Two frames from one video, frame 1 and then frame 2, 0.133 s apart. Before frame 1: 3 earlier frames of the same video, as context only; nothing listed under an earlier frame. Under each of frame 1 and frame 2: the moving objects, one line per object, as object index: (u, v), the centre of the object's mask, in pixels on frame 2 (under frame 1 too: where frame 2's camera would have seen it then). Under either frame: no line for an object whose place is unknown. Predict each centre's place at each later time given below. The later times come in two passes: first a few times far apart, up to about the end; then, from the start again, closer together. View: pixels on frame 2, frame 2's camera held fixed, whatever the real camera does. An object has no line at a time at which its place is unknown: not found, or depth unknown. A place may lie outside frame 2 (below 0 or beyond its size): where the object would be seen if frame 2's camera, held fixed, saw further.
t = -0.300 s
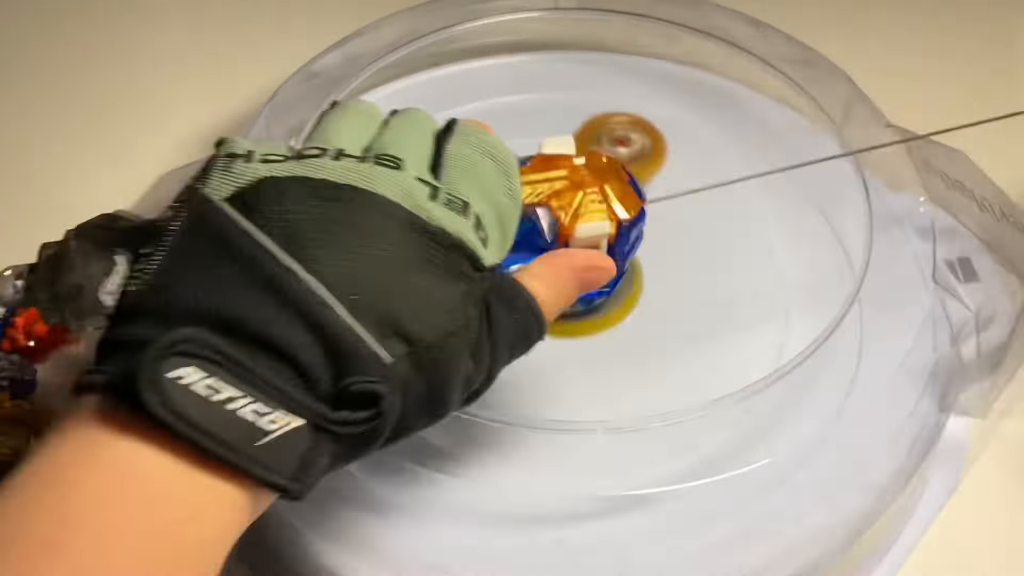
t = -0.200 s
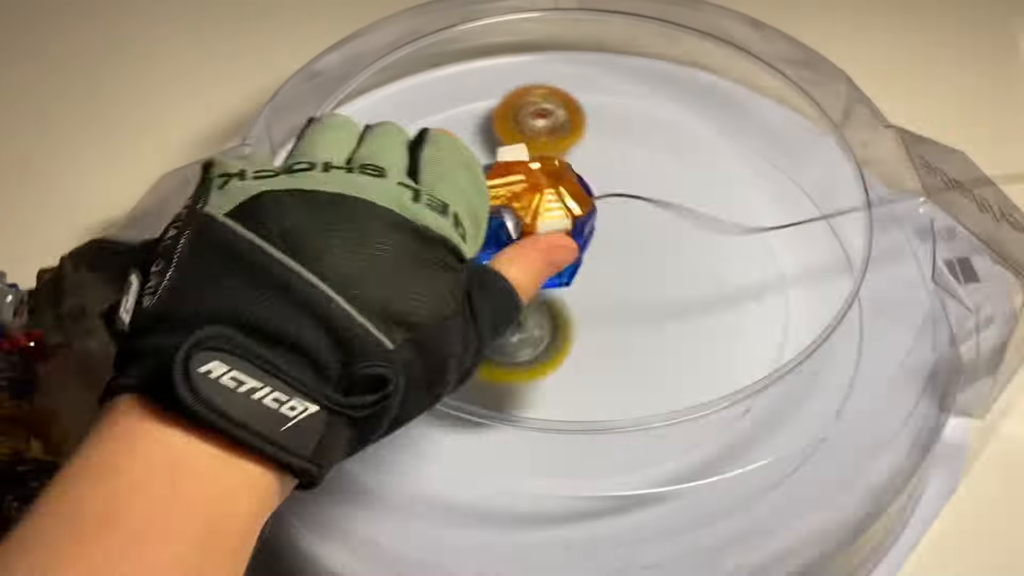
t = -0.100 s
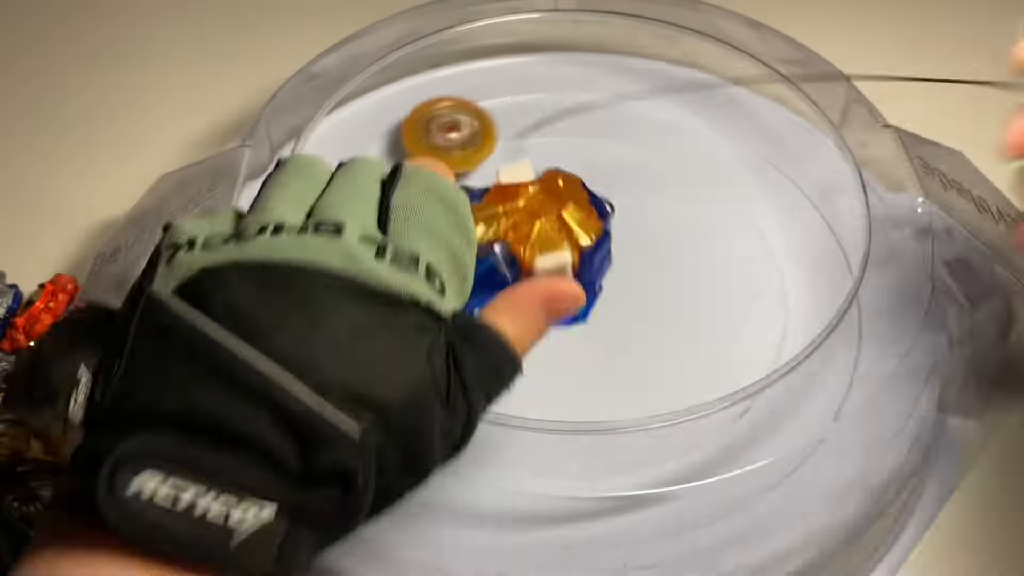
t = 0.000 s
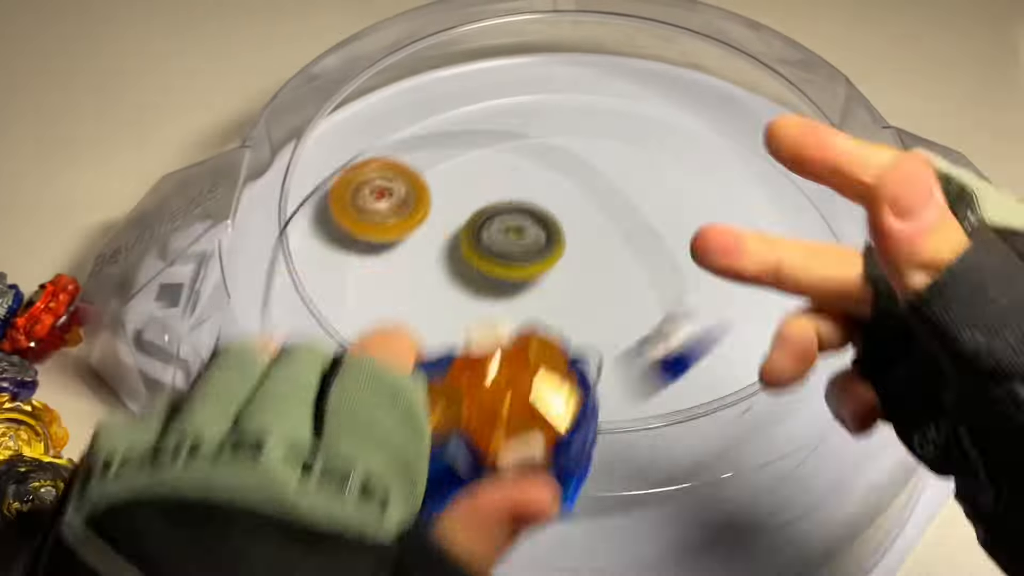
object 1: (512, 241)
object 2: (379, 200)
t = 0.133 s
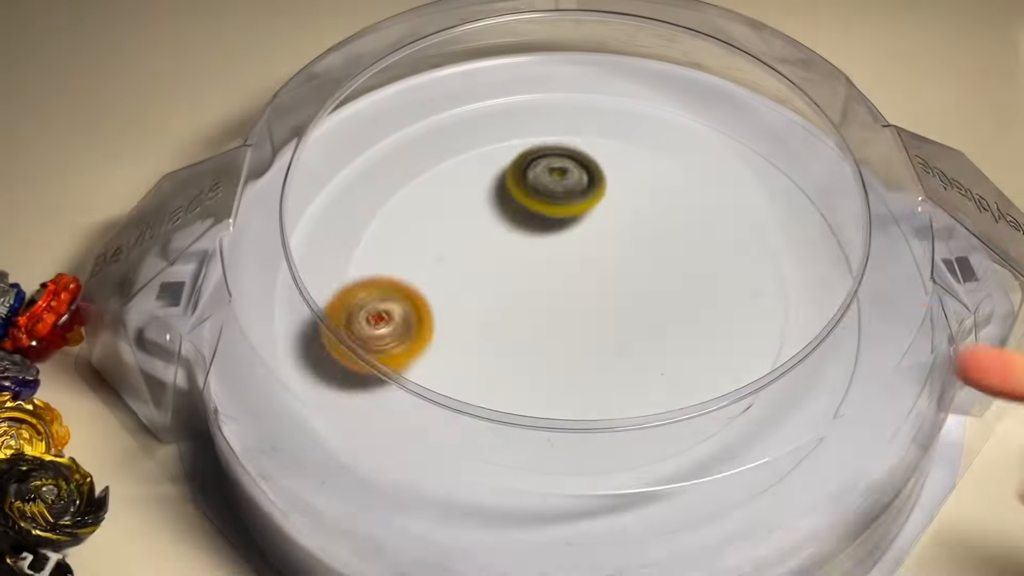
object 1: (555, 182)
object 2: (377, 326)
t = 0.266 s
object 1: (577, 181)
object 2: (517, 424)
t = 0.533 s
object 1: (533, 306)
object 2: (804, 269)
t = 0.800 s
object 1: (575, 323)
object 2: (749, 97)
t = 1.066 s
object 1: (586, 203)
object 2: (594, 56)
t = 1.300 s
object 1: (506, 250)
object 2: (452, 92)
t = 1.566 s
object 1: (598, 338)
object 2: (328, 214)
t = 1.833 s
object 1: (638, 209)
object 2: (313, 375)
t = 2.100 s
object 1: (471, 214)
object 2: (491, 493)
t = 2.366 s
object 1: (540, 373)
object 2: (715, 471)
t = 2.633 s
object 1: (691, 256)
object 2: (840, 365)
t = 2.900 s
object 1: (521, 142)
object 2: (820, 239)
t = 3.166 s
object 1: (438, 301)
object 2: (763, 169)
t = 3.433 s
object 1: (669, 354)
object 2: (554, 167)
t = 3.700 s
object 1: (630, 208)
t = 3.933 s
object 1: (470, 232)
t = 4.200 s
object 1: (534, 346)
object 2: (744, 265)
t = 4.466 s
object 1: (639, 261)
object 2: (541, 122)
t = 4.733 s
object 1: (524, 223)
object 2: (334, 208)
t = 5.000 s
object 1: (539, 319)
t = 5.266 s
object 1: (615, 266)
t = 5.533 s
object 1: (513, 243)
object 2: (660, 298)
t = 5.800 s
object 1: (563, 321)
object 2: (609, 131)
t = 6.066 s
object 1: (607, 242)
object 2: (419, 177)
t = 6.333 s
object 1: (496, 257)
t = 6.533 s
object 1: (540, 325)
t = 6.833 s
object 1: (621, 250)
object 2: (697, 163)
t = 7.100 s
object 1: (512, 253)
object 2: (466, 170)
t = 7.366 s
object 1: (571, 330)
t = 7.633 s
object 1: (611, 249)
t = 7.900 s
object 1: (508, 264)
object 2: (687, 198)
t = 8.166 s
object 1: (576, 314)
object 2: (460, 164)
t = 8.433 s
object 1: (574, 248)
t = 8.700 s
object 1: (531, 278)
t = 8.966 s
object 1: (566, 289)
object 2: (663, 187)
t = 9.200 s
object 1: (566, 276)
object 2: (494, 157)
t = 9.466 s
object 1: (557, 273)
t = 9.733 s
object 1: (560, 279)
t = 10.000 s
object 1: (559, 278)
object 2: (640, 187)
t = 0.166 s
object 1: (564, 175)
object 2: (399, 358)
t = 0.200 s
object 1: (570, 173)
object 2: (431, 386)
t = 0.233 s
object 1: (574, 173)
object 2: (471, 408)
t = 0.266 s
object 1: (577, 181)
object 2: (517, 424)
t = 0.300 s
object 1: (576, 187)
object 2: (569, 430)
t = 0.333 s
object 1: (575, 199)
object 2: (620, 428)
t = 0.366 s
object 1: (571, 216)
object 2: (671, 417)
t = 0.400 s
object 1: (565, 233)
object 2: (715, 399)
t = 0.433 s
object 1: (556, 253)
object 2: (752, 372)
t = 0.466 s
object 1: (547, 272)
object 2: (779, 339)
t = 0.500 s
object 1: (540, 293)
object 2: (795, 303)
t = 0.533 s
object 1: (533, 306)
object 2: (804, 269)
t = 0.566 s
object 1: (528, 320)
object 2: (814, 239)
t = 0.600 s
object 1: (525, 332)
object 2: (819, 211)
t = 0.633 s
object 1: (526, 338)
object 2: (829, 183)
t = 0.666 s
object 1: (530, 341)
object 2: (821, 156)
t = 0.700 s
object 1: (538, 343)
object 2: (809, 138)
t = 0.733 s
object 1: (549, 340)
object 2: (792, 120)
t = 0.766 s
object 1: (562, 333)
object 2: (775, 105)
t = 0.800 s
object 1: (575, 323)
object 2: (749, 97)
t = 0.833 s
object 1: (588, 309)
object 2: (729, 88)
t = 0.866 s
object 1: (599, 291)
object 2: (709, 80)
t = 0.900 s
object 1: (606, 272)
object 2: (691, 73)
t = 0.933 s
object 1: (609, 254)
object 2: (671, 67)
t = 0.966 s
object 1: (609, 239)
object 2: (652, 63)
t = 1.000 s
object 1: (604, 223)
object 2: (632, 60)
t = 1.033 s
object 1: (596, 211)
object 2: (613, 57)
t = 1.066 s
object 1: (586, 203)
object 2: (594, 56)
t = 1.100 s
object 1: (574, 200)
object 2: (575, 56)
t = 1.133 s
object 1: (561, 198)
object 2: (555, 57)
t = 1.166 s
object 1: (547, 203)
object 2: (536, 59)
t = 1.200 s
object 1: (534, 209)
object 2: (515, 62)
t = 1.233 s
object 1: (523, 219)
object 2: (495, 68)
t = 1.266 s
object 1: (513, 233)
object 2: (473, 78)
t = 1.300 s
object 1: (506, 250)
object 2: (452, 92)
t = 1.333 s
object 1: (503, 267)
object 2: (430, 105)
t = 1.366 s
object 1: (504, 285)
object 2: (411, 118)
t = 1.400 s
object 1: (511, 301)
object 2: (392, 132)
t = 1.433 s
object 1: (523, 315)
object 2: (375, 147)
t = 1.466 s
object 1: (538, 328)
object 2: (359, 163)
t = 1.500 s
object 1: (556, 336)
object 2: (346, 179)
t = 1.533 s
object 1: (577, 339)
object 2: (335, 196)
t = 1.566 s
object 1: (598, 338)
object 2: (328, 214)
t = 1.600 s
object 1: (618, 331)
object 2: (316, 232)
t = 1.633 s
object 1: (636, 319)
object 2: (307, 252)
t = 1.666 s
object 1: (650, 305)
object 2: (303, 271)
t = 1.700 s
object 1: (659, 287)
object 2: (300, 292)
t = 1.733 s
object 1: (663, 267)
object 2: (299, 313)
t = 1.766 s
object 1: (660, 246)
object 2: (302, 333)
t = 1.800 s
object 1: (652, 227)
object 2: (300, 359)
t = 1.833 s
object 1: (638, 209)
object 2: (313, 375)
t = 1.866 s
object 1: (622, 195)
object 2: (320, 397)
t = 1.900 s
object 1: (602, 185)
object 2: (334, 415)
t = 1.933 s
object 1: (580, 179)
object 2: (353, 432)
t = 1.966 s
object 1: (557, 177)
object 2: (379, 448)
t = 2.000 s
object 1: (533, 179)
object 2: (406, 461)
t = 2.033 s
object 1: (510, 186)
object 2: (434, 473)
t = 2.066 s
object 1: (489, 198)
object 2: (463, 484)
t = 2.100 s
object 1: (471, 214)
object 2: (491, 493)
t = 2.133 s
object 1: (458, 233)
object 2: (520, 499)
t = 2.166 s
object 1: (450, 255)
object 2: (551, 503)
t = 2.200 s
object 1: (448, 279)
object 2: (580, 503)
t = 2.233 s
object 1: (453, 302)
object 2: (609, 500)
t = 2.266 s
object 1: (465, 324)
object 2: (639, 496)
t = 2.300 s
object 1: (484, 347)
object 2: (666, 490)
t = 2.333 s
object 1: (510, 363)
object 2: (690, 481)
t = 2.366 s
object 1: (540, 373)
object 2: (715, 471)
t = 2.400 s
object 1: (573, 379)
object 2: (736, 460)
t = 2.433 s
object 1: (606, 378)
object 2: (755, 446)
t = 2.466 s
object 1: (639, 375)
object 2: (771, 430)
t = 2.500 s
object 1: (670, 365)
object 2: (786, 413)
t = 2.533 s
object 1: (689, 346)
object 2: (809, 407)
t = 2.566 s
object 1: (695, 318)
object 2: (831, 401)
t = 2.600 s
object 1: (696, 286)
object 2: (842, 386)
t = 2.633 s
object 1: (691, 256)
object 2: (840, 365)
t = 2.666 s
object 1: (680, 227)
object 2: (836, 343)
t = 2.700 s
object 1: (665, 202)
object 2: (832, 323)
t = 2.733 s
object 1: (646, 179)
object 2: (830, 307)
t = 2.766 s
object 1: (623, 162)
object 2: (828, 290)
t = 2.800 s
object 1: (599, 150)
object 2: (828, 276)
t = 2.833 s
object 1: (574, 142)
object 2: (819, 260)
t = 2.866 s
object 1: (547, 139)
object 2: (820, 249)
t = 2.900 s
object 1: (521, 142)
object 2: (820, 239)
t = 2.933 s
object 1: (496, 149)
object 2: (819, 229)
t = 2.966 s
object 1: (472, 161)
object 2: (817, 219)
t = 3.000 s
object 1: (452, 178)
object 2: (813, 209)
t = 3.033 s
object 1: (436, 199)
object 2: (807, 200)
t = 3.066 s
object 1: (427, 222)
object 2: (799, 192)
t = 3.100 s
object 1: (423, 247)
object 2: (788, 184)
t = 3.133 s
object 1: (426, 275)
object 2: (776, 176)
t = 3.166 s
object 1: (438, 301)
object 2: (763, 169)
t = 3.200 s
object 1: (456, 325)
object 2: (747, 163)
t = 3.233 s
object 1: (482, 347)
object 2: (731, 157)
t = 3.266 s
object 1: (512, 363)
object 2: (711, 155)
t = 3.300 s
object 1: (546, 372)
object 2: (685, 154)
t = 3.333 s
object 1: (580, 376)
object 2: (656, 155)
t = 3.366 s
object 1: (614, 374)
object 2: (624, 157)
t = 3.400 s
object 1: (644, 366)
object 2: (589, 161)
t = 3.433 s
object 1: (669, 354)
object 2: (554, 167)
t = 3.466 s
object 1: (687, 334)
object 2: (518, 176)
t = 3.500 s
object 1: (699, 315)
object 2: (484, 188)
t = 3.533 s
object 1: (703, 293)
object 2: (453, 203)
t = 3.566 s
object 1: (700, 271)
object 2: (426, 221)
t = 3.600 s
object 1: (689, 251)
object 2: (405, 242)
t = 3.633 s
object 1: (674, 233)
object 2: (389, 265)
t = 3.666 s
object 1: (653, 219)
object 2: (380, 289)
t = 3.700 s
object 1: (630, 208)
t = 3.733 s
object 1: (602, 200)
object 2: (385, 338)
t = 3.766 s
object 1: (575, 197)
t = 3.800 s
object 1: (549, 197)
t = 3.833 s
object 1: (525, 199)
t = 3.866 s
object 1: (503, 208)
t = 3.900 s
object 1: (483, 219)
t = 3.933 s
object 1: (470, 232)
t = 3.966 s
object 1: (460, 248)
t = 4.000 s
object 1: (458, 264)
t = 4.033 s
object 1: (458, 283)
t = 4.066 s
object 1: (463, 300)
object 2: (707, 378)
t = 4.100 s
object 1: (475, 316)
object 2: (727, 353)
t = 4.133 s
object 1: (489, 330)
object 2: (741, 325)
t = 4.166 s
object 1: (510, 340)
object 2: (746, 295)
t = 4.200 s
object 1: (534, 346)
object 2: (744, 265)
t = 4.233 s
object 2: (734, 236)
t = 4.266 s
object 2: (718, 209)
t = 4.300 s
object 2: (695, 184)
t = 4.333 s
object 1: (620, 327)
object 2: (669, 164)
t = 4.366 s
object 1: (633, 313)
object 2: (639, 147)
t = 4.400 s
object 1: (640, 296)
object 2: (607, 135)
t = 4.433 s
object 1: (642, 278)
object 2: (574, 127)
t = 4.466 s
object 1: (639, 261)
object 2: (541, 122)
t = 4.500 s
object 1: (631, 245)
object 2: (508, 121)
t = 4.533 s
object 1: (618, 232)
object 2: (477, 125)
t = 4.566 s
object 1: (603, 221)
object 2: (446, 133)
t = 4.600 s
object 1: (586, 215)
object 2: (420, 146)
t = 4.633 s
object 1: (569, 211)
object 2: (396, 162)
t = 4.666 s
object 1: (553, 211)
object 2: (373, 179)
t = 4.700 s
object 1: (538, 215)
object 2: (352, 194)
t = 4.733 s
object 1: (524, 223)
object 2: (334, 208)
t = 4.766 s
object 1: (513, 232)
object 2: (325, 220)
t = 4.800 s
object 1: (506, 246)
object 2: (302, 231)
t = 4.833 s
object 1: (502, 260)
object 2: (289, 242)
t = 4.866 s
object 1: (502, 274)
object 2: (278, 253)
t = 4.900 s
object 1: (507, 288)
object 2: (279, 268)
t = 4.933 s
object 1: (514, 301)
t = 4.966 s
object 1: (525, 311)
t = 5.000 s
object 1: (539, 319)
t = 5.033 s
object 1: (556, 323)
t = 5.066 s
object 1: (574, 323)
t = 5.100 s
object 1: (589, 320)
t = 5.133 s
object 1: (602, 313)
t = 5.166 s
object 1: (612, 303)
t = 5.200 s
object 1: (617, 291)
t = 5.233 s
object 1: (619, 279)
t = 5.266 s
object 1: (615, 266)
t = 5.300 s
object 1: (607, 254)
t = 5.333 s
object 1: (597, 244)
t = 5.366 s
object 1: (583, 236)
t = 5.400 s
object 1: (568, 232)
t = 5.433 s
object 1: (552, 231)
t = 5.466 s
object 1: (537, 232)
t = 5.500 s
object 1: (524, 236)
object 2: (638, 321)
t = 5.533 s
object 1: (513, 243)
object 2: (660, 298)
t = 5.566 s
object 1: (505, 254)
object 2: (676, 272)
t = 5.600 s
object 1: (501, 266)
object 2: (685, 245)
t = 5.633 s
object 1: (501, 278)
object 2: (686, 219)
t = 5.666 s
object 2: (680, 194)
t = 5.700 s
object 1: (515, 303)
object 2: (668, 173)
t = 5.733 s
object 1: (528, 312)
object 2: (651, 155)
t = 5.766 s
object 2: (632, 142)
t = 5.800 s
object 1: (563, 321)
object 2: (609, 131)
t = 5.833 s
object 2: (584, 123)
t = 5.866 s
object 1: (596, 313)
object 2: (558, 120)
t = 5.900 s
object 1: (608, 304)
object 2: (532, 120)
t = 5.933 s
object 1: (617, 292)
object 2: (506, 124)
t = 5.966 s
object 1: (621, 279)
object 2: (480, 131)
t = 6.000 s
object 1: (621, 266)
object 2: (456, 143)
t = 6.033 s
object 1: (616, 253)
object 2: (436, 159)
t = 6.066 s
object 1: (607, 242)
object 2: (419, 177)
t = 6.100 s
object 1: (594, 233)
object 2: (406, 199)
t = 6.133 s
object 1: (579, 227)
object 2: (398, 223)
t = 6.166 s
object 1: (561, 224)
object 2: (396, 250)
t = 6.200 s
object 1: (545, 224)
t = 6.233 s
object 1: (528, 228)
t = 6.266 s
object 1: (515, 235)
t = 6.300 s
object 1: (503, 245)
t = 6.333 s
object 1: (496, 257)
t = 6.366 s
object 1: (492, 270)
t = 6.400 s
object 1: (493, 284)
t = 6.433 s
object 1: (499, 297)
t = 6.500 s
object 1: (523, 319)
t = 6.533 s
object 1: (540, 325)
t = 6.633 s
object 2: (762, 286)
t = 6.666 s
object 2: (766, 262)
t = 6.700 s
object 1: (617, 302)
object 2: (763, 238)
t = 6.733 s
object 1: (625, 289)
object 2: (753, 216)
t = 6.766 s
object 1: (629, 275)
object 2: (739, 196)
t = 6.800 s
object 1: (628, 262)
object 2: (721, 178)
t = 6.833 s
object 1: (621, 250)
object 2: (697, 163)
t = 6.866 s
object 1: (612, 240)
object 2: (672, 152)
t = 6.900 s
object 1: (599, 232)
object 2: (644, 143)
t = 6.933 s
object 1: (584, 227)
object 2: (613, 139)
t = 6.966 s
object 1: (567, 226)
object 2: (583, 139)
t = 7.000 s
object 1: (551, 227)
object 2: (552, 142)
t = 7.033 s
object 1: (534, 232)
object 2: (521, 149)
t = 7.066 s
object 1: (521, 241)
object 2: (492, 158)
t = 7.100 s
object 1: (512, 253)
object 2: (466, 170)
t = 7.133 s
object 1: (505, 266)
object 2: (442, 188)
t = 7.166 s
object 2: (423, 208)
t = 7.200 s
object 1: (505, 293)
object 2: (408, 230)
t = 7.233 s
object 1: (511, 306)
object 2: (398, 256)
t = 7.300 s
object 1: (536, 325)
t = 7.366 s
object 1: (571, 330)
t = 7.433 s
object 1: (604, 320)
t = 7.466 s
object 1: (616, 310)
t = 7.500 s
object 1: (624, 299)
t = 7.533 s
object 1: (627, 285)
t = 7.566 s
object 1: (626, 272)
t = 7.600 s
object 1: (621, 260)
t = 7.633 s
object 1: (611, 249)
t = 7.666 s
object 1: (599, 240)
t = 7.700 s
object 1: (584, 234)
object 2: (718, 343)
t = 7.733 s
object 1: (568, 231)
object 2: (729, 319)
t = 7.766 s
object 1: (552, 232)
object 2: (734, 293)
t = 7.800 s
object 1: (536, 237)
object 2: (730, 267)
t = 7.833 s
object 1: (524, 243)
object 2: (722, 242)
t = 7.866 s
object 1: (514, 253)
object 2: (707, 218)
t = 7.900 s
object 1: (508, 264)
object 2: (687, 198)
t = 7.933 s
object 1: (505, 275)
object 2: (662, 181)
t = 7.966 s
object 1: (507, 287)
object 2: (634, 167)
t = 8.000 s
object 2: (605, 156)
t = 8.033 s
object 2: (574, 150)
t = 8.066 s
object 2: (544, 149)
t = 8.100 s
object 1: (549, 317)
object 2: (514, 150)
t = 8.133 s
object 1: (563, 317)
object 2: (486, 156)
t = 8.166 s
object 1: (576, 314)
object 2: (460, 164)
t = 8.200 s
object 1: (589, 308)
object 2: (436, 177)
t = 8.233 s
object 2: (415, 191)
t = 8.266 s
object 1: (601, 288)
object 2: (398, 209)
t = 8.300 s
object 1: (602, 278)
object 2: (386, 228)
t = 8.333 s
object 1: (599, 268)
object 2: (378, 250)
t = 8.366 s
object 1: (593, 260)
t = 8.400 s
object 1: (584, 253)
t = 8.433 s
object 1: (574, 248)
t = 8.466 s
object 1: (563, 246)
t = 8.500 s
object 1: (551, 248)
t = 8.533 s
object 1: (541, 251)
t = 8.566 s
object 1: (534, 255)
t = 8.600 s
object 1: (530, 260)
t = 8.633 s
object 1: (528, 266)
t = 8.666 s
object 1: (529, 273)
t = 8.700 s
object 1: (531, 278)
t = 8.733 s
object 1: (535, 283)
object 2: (657, 349)
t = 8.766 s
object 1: (541, 287)
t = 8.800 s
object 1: (545, 289)
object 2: (691, 304)
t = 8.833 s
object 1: (550, 291)
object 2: (700, 279)
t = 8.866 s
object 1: (554, 293)
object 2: (699, 252)
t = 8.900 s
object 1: (560, 292)
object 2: (693, 229)
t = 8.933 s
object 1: (563, 292)
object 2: (680, 207)
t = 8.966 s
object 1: (566, 289)
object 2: (663, 187)
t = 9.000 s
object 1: (568, 288)
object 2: (642, 171)
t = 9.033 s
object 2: (619, 159)
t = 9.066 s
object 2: (593, 150)
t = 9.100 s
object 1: (569, 282)
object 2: (568, 146)
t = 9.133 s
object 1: (568, 279)
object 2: (542, 146)
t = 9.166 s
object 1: (567, 278)
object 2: (517, 149)
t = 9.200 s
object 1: (566, 276)
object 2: (494, 157)
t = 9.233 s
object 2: (473, 167)
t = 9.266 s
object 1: (563, 274)
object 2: (455, 182)
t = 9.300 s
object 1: (562, 274)
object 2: (439, 200)
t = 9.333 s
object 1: (561, 273)
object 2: (428, 220)
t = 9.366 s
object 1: (560, 273)
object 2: (421, 242)
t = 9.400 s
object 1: (558, 272)
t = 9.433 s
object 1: (557, 273)
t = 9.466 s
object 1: (557, 273)
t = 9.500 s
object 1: (557, 273)
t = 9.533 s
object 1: (556, 274)
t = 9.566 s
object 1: (557, 275)
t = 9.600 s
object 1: (558, 276)
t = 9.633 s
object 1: (558, 276)
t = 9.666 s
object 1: (558, 278)
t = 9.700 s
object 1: (559, 279)
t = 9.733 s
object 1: (560, 279)
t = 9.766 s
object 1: (560, 279)
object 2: (682, 317)
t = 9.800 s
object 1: (560, 280)
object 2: (696, 297)
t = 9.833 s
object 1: (561, 280)
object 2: (701, 274)
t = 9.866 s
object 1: (561, 280)
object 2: (701, 252)
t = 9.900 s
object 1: (561, 280)
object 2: (693, 232)
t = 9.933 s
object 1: (561, 279)
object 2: (680, 213)
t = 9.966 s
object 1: (560, 278)
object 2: (663, 199)
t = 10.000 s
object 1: (559, 278)
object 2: (640, 187)
